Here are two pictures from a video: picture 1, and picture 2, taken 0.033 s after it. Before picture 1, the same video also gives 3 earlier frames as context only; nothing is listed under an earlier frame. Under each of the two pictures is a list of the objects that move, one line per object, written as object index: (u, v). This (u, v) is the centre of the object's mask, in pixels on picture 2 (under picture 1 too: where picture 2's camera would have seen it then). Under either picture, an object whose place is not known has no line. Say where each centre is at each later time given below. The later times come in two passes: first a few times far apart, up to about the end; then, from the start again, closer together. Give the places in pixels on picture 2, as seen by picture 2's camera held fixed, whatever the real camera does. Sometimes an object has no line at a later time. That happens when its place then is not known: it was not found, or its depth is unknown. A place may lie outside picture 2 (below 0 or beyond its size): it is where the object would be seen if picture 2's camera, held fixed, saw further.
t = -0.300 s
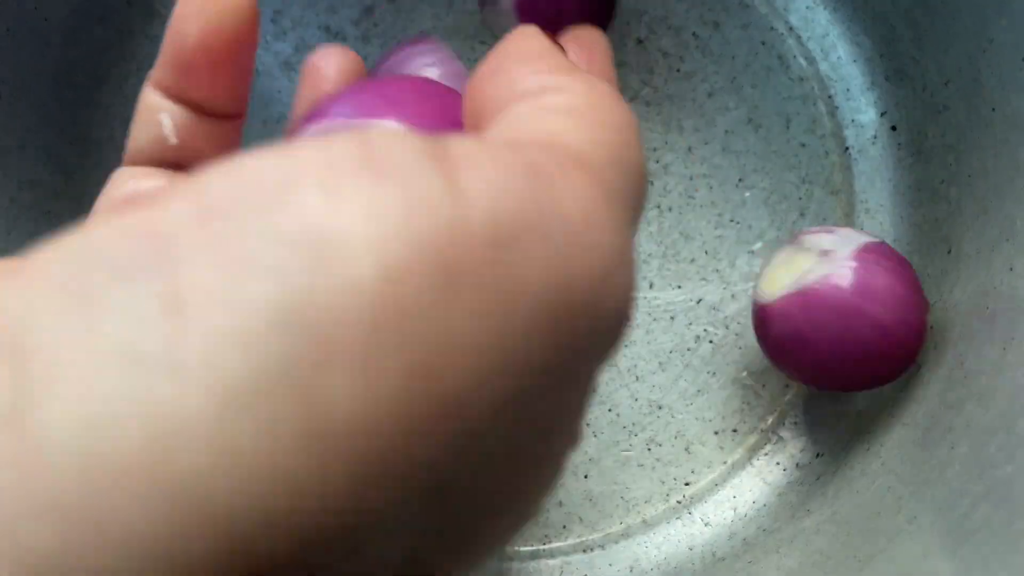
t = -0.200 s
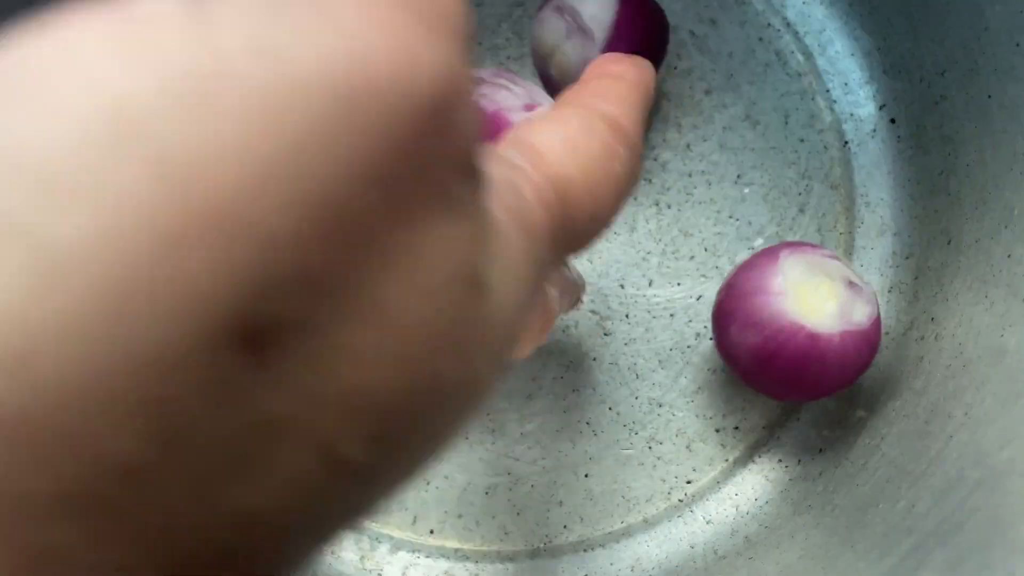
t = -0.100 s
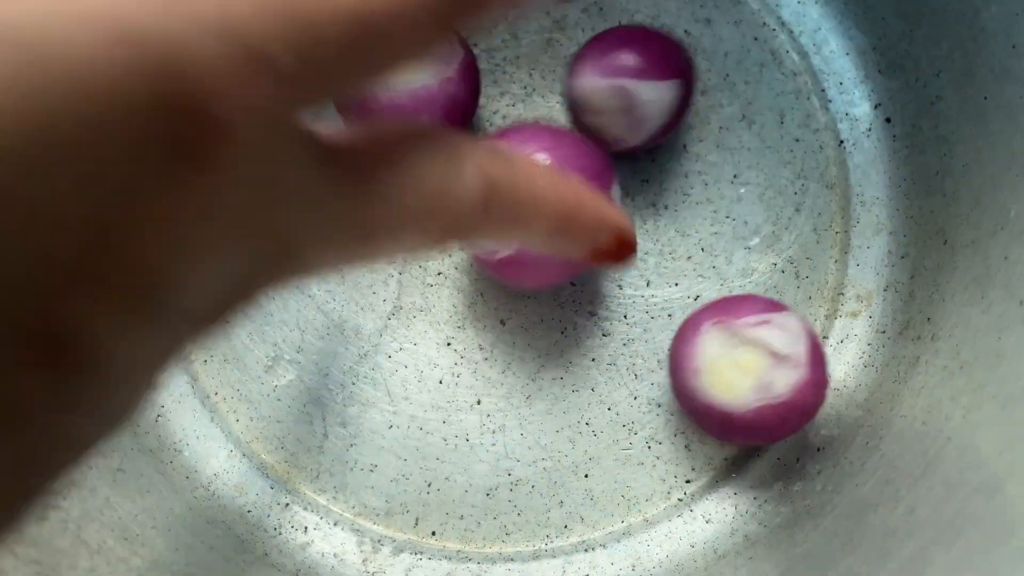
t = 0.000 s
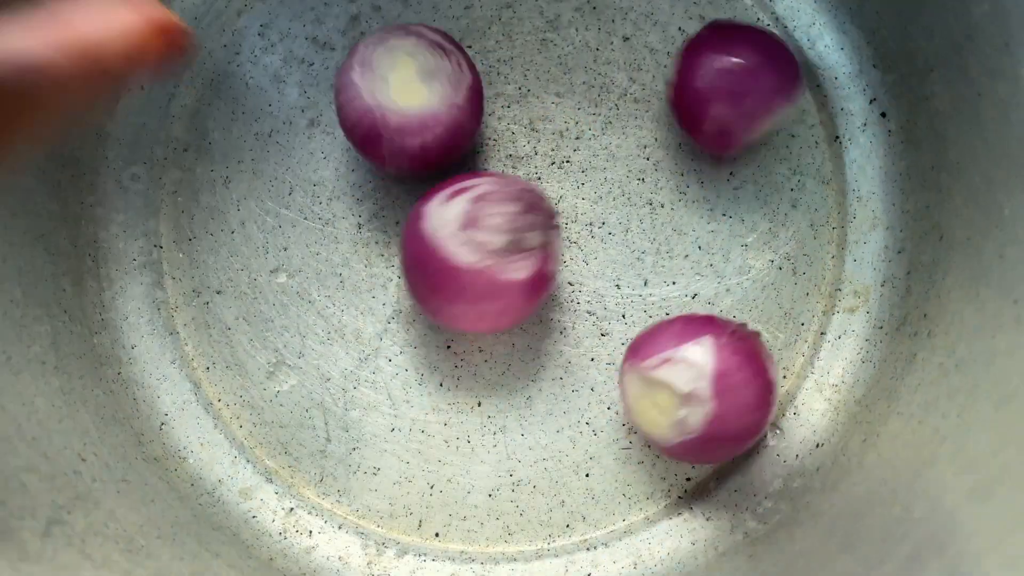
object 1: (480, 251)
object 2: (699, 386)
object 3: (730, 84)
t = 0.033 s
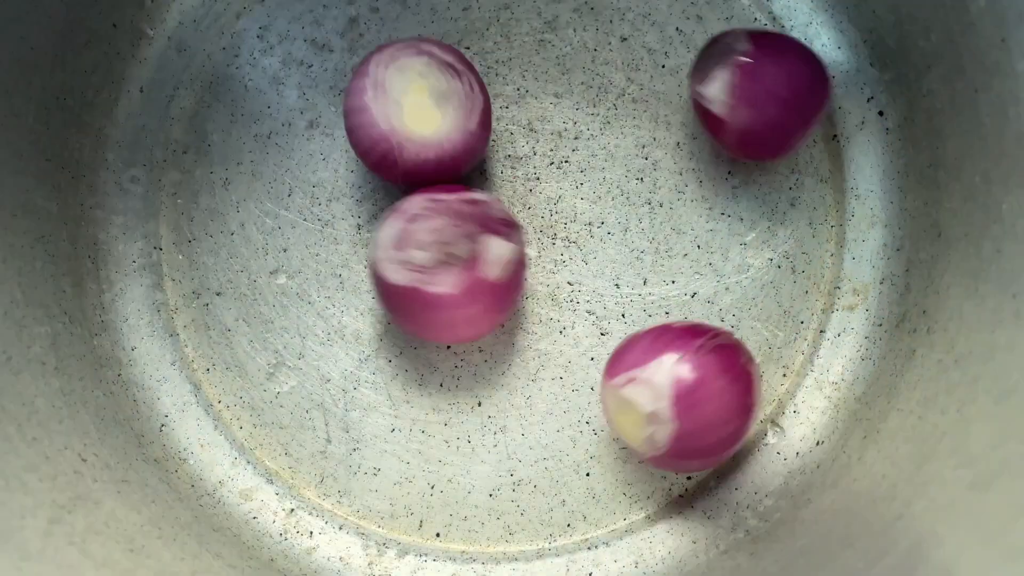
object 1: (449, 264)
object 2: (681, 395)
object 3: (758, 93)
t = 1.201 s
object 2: (305, 460)
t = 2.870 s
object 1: (438, 296)
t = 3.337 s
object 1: (439, 296)
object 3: (574, 460)
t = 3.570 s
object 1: (438, 296)
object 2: (409, 502)
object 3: (574, 459)
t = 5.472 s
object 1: (439, 296)
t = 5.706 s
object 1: (439, 296)
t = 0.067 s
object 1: (424, 275)
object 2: (663, 406)
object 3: (787, 105)
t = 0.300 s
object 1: (455, 323)
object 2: (520, 500)
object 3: (761, 228)
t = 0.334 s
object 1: (457, 327)
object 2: (512, 507)
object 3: (742, 252)
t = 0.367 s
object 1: (459, 326)
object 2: (506, 512)
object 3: (717, 273)
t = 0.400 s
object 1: (461, 318)
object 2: (500, 513)
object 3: (685, 293)
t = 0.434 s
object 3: (654, 310)
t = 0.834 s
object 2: (351, 453)
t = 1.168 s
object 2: (303, 462)
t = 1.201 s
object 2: (305, 460)
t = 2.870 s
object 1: (438, 296)
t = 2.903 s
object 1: (438, 296)
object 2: (406, 501)
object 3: (571, 454)
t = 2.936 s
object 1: (438, 296)
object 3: (573, 456)
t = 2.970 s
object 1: (438, 296)
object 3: (575, 459)
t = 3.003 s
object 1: (438, 296)
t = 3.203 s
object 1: (438, 296)
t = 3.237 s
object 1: (438, 296)
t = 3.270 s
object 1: (439, 296)
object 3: (574, 458)
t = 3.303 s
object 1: (439, 296)
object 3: (573, 459)
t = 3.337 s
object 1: (439, 296)
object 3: (574, 460)
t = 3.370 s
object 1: (439, 296)
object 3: (574, 460)
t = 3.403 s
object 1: (439, 296)
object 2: (409, 503)
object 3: (574, 460)
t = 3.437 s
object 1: (439, 296)
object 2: (409, 503)
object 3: (574, 460)
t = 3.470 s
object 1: (439, 296)
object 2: (409, 503)
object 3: (574, 459)
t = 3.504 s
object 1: (439, 296)
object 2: (409, 502)
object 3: (574, 459)
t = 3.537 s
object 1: (439, 296)
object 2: (409, 502)
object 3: (574, 459)
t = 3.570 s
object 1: (438, 296)
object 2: (409, 502)
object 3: (574, 459)
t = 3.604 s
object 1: (438, 296)
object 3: (573, 460)
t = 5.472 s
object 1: (439, 296)
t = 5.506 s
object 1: (439, 296)
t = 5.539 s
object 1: (439, 296)
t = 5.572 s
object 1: (439, 296)
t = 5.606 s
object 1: (439, 296)
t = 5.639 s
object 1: (439, 296)
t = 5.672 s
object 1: (439, 296)
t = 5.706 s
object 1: (439, 296)
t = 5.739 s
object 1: (439, 296)
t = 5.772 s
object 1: (440, 296)
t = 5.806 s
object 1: (440, 296)
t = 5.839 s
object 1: (440, 296)
